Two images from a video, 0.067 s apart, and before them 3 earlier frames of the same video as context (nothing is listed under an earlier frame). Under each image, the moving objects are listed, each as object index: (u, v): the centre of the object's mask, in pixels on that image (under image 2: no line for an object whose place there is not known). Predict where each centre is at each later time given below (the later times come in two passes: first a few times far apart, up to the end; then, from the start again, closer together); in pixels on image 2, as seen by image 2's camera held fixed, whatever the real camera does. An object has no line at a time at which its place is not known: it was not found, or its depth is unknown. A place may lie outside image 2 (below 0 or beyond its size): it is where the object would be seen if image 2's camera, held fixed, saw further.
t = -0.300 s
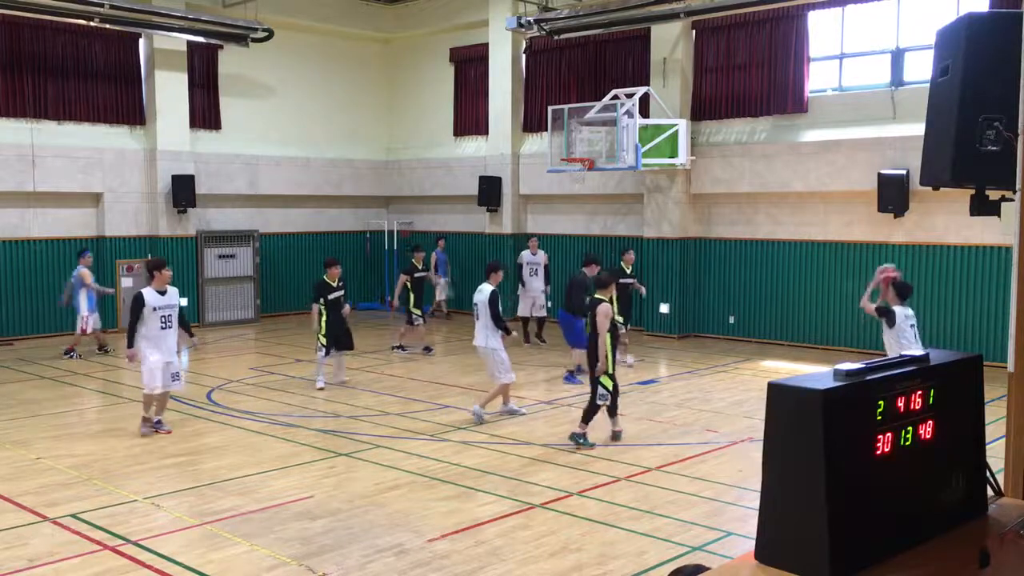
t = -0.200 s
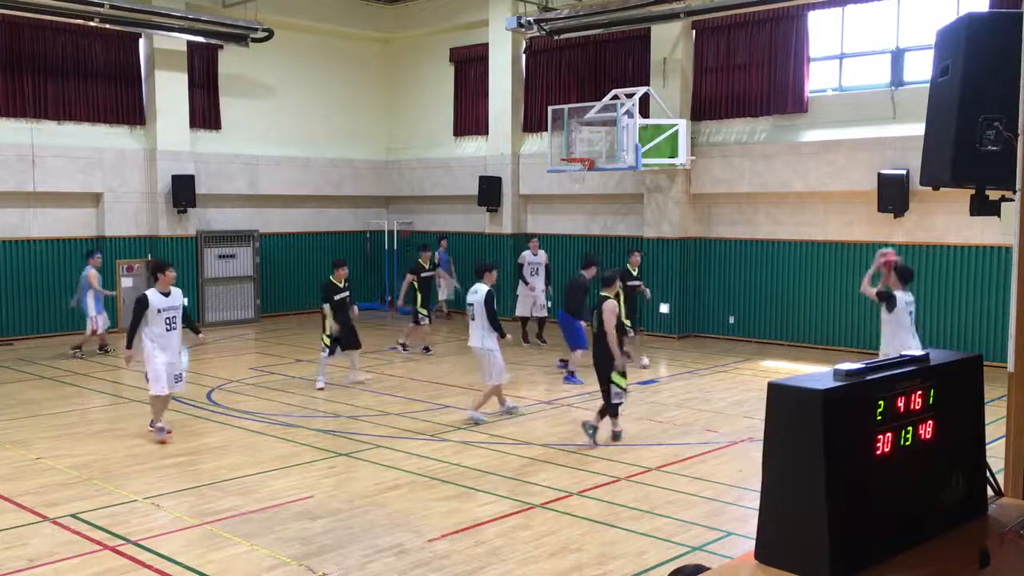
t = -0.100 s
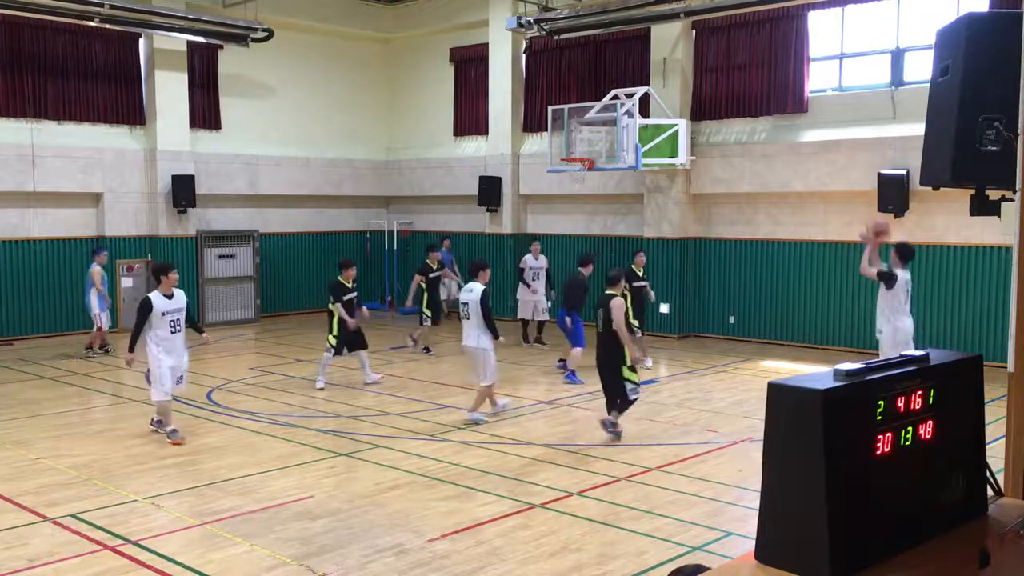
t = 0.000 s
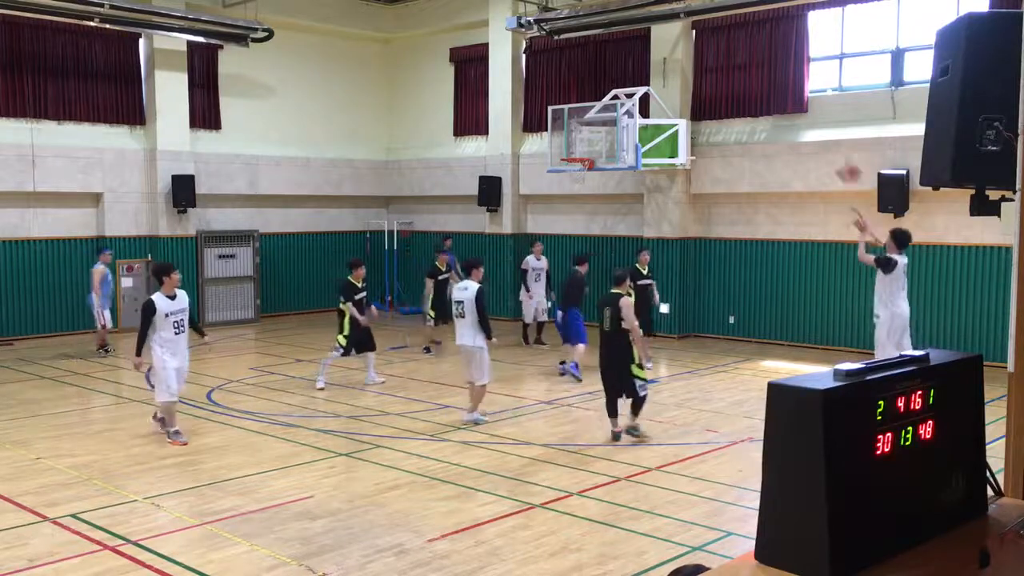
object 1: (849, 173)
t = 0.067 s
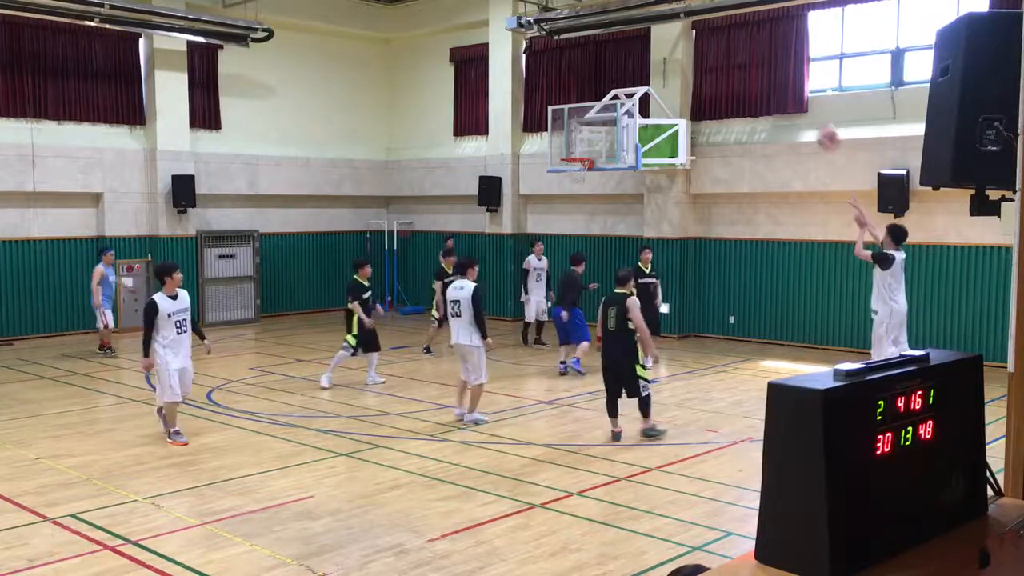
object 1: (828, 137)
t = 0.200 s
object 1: (786, 85)
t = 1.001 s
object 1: (607, 92)
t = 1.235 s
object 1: (569, 168)
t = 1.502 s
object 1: (574, 178)
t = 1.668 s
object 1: (581, 198)
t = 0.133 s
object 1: (806, 109)
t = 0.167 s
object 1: (796, 97)
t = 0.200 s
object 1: (786, 85)
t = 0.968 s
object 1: (613, 83)
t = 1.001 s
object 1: (607, 92)
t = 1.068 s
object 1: (594, 112)
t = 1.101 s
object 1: (590, 121)
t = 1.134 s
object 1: (585, 133)
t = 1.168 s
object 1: (581, 144)
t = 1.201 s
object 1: (574, 156)
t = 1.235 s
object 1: (569, 168)
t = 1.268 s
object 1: (568, 171)
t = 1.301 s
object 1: (568, 170)
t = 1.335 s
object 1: (569, 170)
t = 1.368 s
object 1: (569, 171)
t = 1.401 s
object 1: (570, 173)
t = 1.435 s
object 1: (570, 174)
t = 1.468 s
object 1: (571, 176)
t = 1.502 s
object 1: (574, 178)
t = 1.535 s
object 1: (574, 180)
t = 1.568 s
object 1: (576, 183)
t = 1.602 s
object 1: (578, 187)
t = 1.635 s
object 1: (579, 191)
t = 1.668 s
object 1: (581, 198)
